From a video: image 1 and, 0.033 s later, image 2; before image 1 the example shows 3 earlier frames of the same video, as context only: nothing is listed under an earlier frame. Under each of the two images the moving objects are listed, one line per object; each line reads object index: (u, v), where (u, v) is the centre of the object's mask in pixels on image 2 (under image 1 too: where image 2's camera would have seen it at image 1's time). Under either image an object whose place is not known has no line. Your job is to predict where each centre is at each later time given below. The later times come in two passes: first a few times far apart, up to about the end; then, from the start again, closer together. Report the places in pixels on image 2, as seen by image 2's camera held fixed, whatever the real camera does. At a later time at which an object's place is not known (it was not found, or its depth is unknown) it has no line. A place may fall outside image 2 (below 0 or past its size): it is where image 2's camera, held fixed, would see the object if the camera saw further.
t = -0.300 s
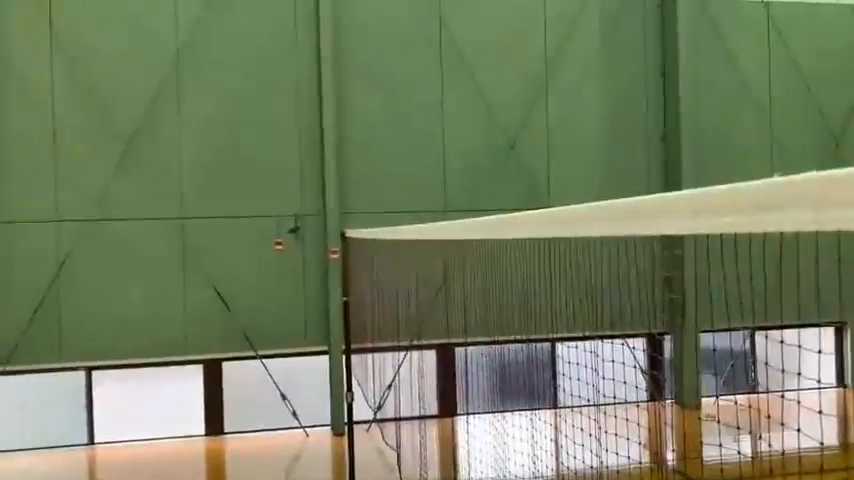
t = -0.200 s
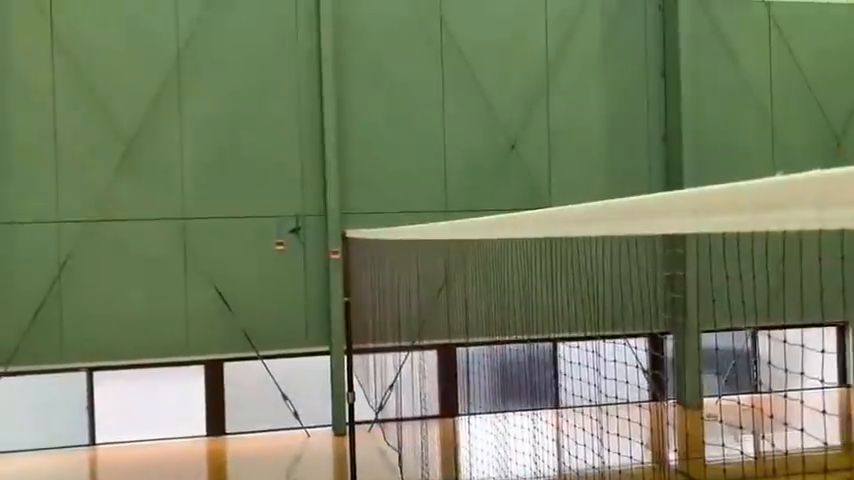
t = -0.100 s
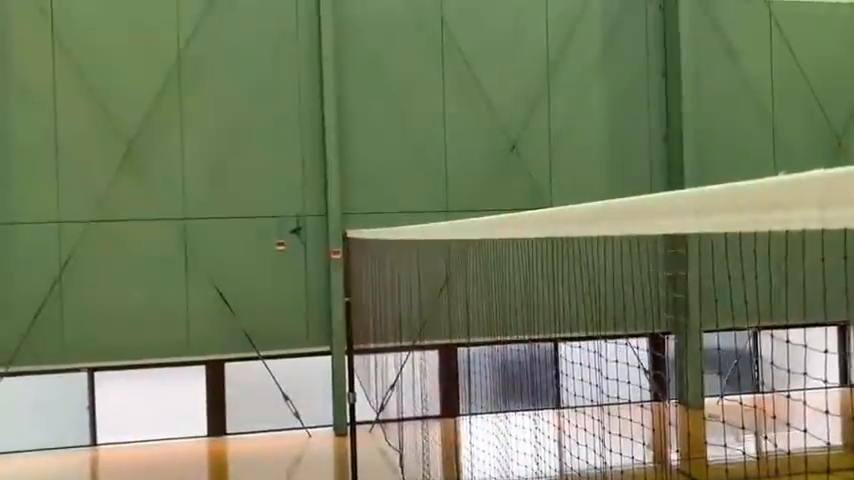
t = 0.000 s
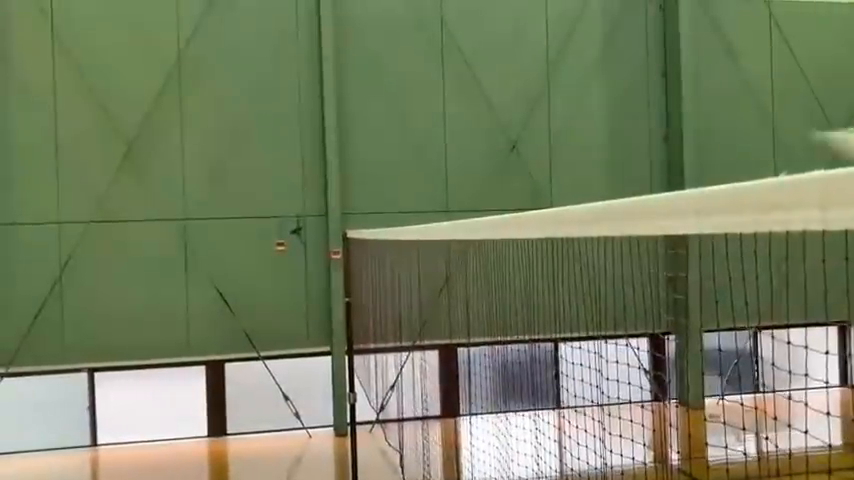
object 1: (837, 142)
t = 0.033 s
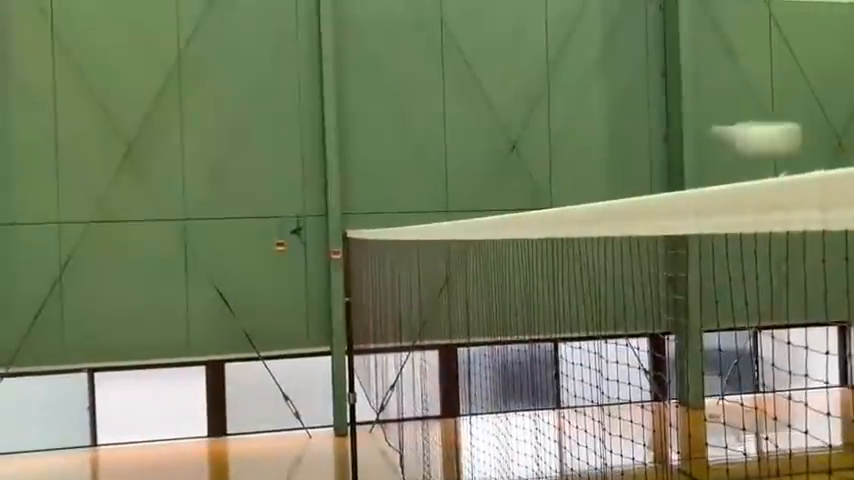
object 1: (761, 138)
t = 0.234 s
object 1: (259, 190)
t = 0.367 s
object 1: (21, 305)
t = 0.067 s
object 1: (663, 135)
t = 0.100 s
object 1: (572, 137)
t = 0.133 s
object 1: (484, 145)
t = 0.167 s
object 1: (405, 156)
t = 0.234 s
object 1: (259, 190)
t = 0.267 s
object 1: (192, 214)
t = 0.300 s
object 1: (128, 242)
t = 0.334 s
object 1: (69, 274)
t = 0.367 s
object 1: (21, 305)
